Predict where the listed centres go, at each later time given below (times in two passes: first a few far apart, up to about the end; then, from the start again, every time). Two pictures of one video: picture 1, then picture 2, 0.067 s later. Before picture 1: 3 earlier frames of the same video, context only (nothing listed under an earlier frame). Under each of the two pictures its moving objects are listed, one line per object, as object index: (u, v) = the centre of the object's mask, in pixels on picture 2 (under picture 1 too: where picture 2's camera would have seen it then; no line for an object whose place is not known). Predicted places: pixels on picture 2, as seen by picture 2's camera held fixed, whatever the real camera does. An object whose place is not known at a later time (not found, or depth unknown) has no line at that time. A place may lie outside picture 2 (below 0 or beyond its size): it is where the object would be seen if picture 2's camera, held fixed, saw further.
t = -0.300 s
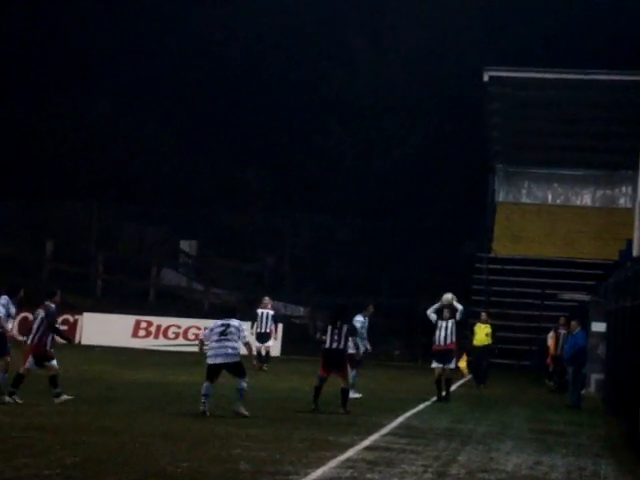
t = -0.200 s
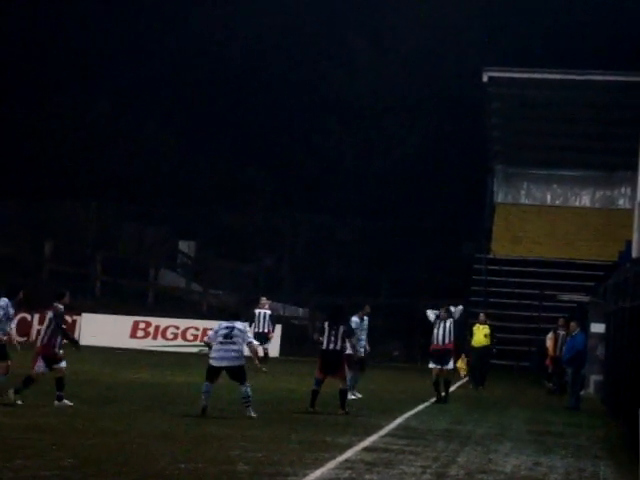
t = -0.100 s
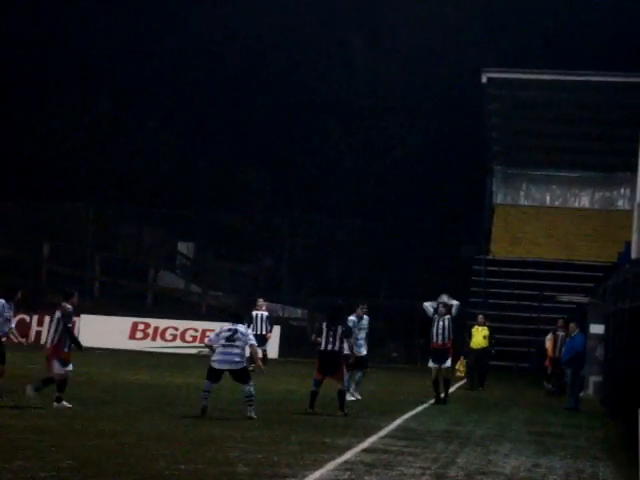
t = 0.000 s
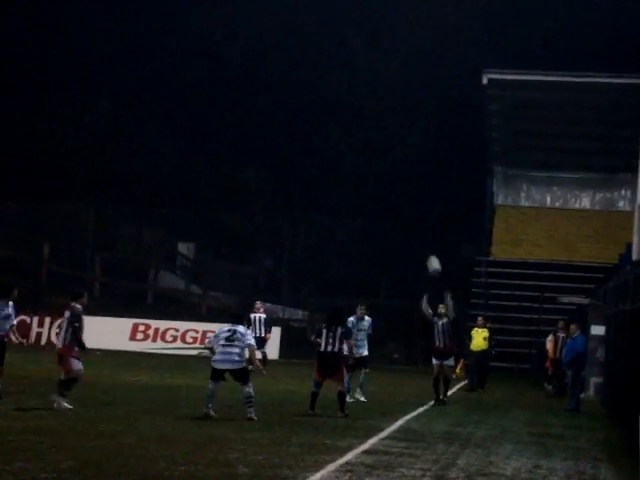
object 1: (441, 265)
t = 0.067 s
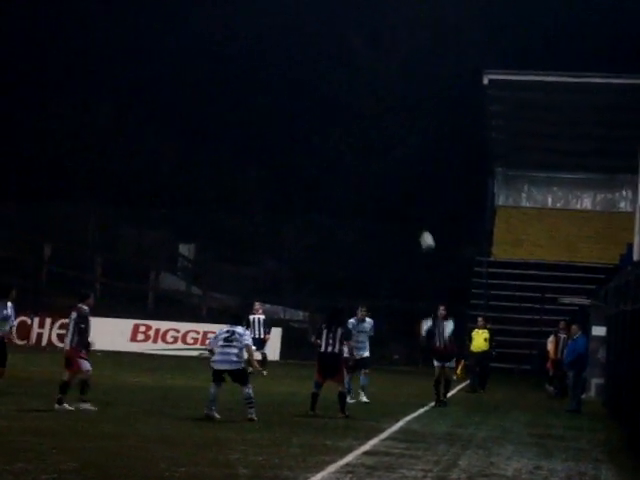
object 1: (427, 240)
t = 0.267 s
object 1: (408, 179)
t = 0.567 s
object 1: (363, 124)
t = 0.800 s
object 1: (327, 119)
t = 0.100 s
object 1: (421, 228)
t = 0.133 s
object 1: (417, 217)
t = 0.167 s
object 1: (415, 206)
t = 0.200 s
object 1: (412, 196)
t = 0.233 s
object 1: (412, 187)
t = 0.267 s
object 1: (408, 179)
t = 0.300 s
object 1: (403, 170)
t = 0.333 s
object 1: (399, 162)
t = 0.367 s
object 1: (393, 155)
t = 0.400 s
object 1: (388, 148)
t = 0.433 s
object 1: (383, 142)
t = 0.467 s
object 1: (378, 136)
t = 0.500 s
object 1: (374, 132)
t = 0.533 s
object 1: (368, 127)
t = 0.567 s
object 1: (363, 124)
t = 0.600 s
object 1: (358, 121)
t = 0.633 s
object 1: (353, 119)
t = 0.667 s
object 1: (348, 117)
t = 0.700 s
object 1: (342, 117)
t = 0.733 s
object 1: (337, 117)
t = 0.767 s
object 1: (332, 118)
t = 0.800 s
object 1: (327, 119)
